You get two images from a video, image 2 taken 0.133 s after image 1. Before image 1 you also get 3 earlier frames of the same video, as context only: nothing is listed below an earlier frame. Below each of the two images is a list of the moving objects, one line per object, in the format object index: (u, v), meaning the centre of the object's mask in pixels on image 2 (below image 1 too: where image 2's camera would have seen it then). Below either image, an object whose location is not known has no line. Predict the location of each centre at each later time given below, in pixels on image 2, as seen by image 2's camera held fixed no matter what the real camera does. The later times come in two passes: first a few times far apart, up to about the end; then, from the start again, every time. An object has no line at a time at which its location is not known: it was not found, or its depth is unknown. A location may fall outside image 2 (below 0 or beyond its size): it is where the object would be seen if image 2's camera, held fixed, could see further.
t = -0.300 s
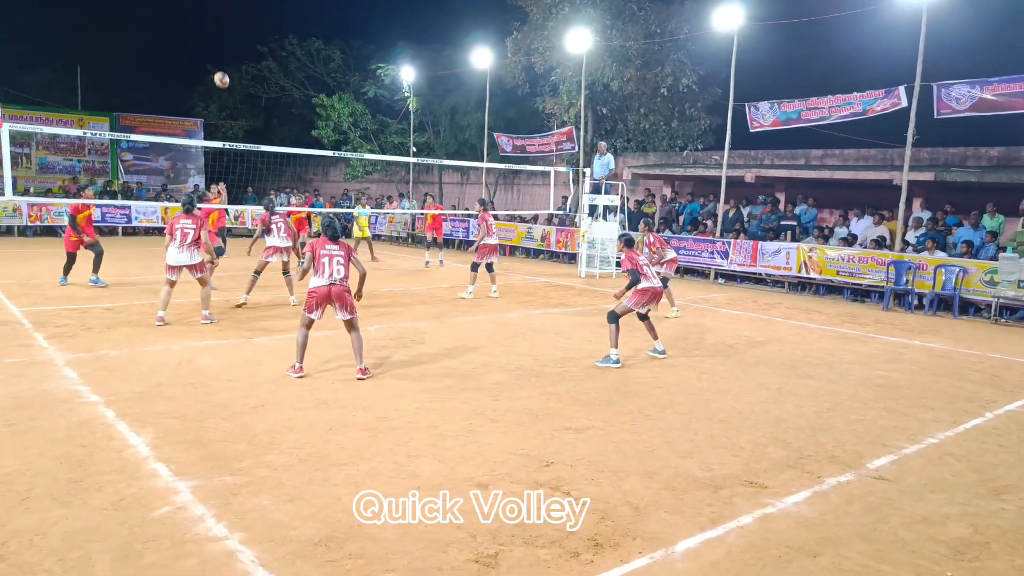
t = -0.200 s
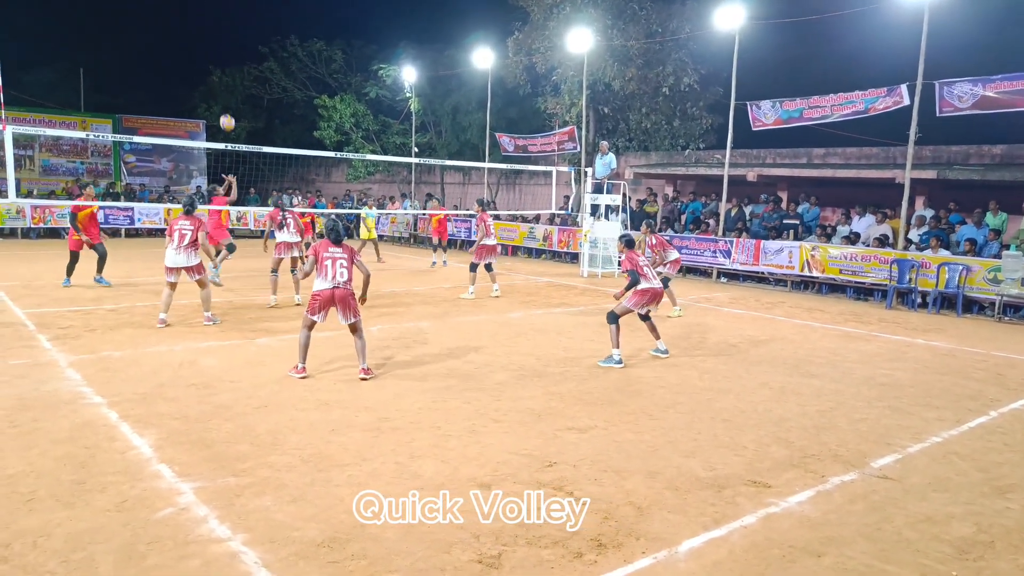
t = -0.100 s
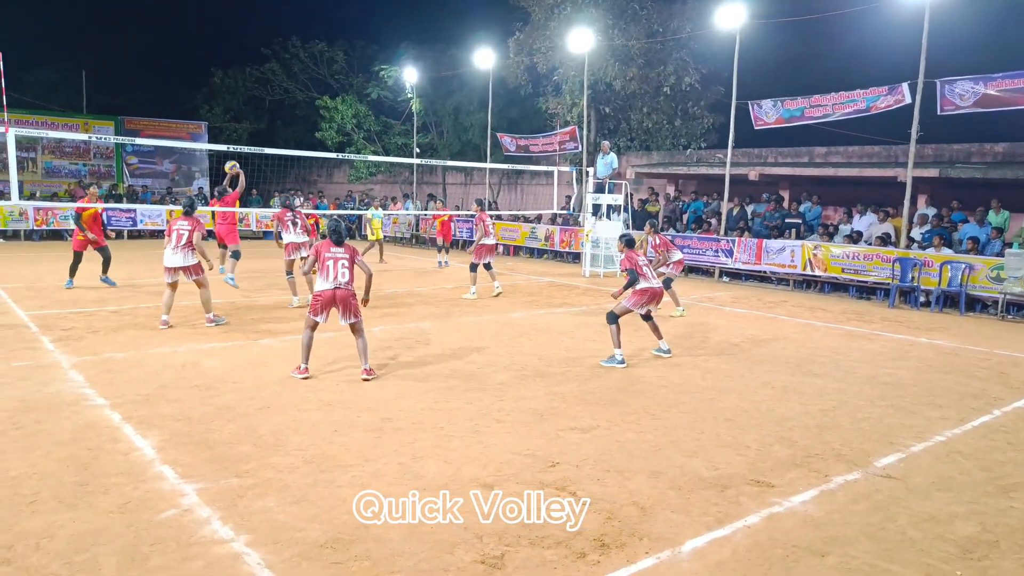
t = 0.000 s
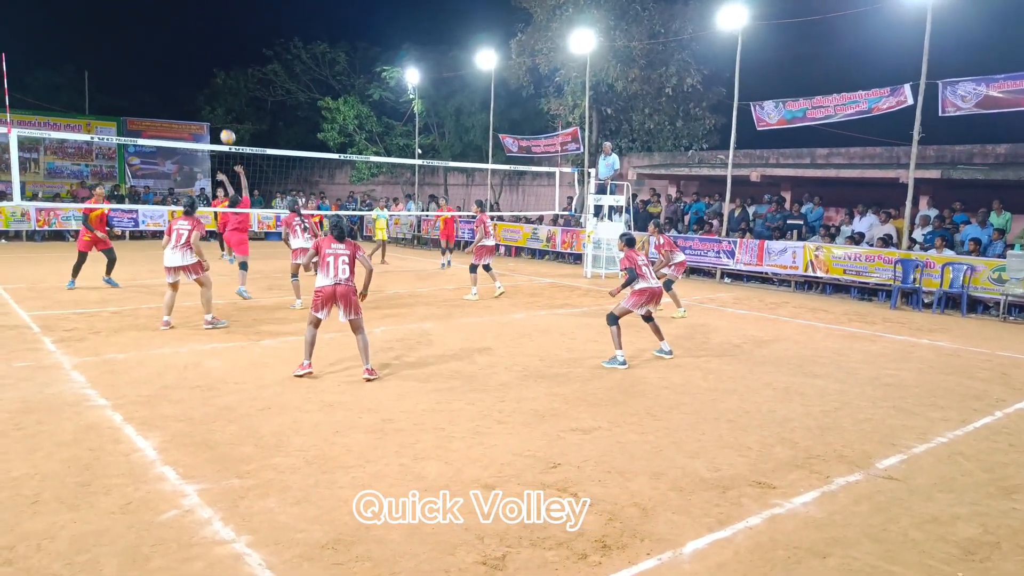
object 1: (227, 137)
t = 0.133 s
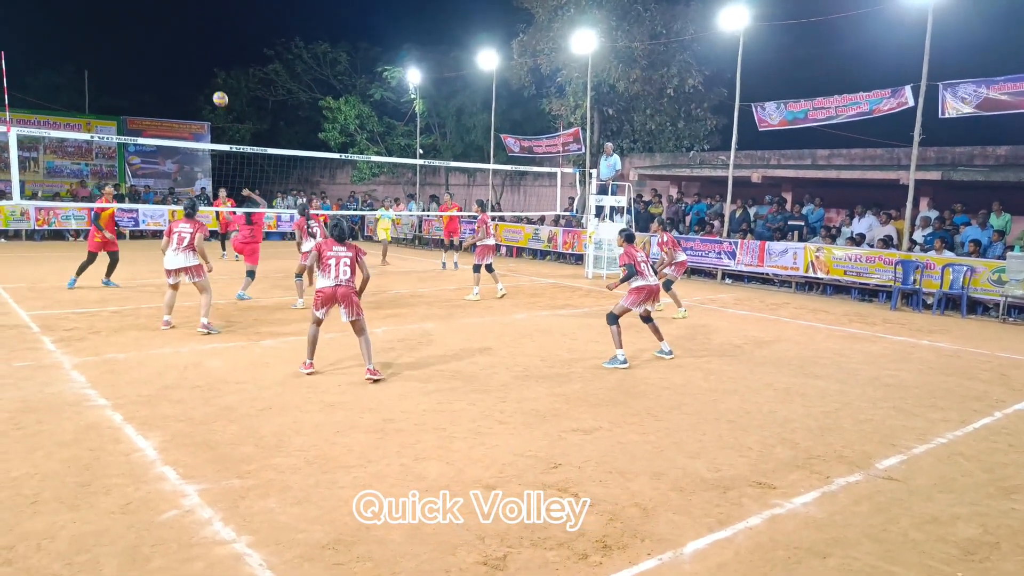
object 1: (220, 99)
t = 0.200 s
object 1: (217, 84)
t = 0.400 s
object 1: (207, 57)
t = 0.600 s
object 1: (197, 57)
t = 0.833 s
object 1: (188, 88)
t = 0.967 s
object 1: (183, 118)
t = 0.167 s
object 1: (218, 91)
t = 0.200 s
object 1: (217, 84)
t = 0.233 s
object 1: (215, 78)
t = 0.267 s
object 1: (213, 73)
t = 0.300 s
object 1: (212, 68)
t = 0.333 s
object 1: (210, 63)
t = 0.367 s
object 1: (208, 60)
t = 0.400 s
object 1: (207, 57)
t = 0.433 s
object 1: (205, 55)
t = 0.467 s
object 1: (203, 54)
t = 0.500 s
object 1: (202, 54)
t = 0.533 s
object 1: (200, 54)
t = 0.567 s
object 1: (198, 56)
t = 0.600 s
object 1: (197, 57)
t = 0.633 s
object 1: (196, 60)
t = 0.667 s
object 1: (194, 63)
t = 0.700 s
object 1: (193, 67)
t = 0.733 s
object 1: (192, 71)
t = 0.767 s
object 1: (191, 76)
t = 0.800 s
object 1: (189, 82)
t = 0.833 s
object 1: (188, 88)
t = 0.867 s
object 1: (187, 95)
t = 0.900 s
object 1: (186, 102)
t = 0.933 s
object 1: (184, 110)
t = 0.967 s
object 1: (183, 118)
